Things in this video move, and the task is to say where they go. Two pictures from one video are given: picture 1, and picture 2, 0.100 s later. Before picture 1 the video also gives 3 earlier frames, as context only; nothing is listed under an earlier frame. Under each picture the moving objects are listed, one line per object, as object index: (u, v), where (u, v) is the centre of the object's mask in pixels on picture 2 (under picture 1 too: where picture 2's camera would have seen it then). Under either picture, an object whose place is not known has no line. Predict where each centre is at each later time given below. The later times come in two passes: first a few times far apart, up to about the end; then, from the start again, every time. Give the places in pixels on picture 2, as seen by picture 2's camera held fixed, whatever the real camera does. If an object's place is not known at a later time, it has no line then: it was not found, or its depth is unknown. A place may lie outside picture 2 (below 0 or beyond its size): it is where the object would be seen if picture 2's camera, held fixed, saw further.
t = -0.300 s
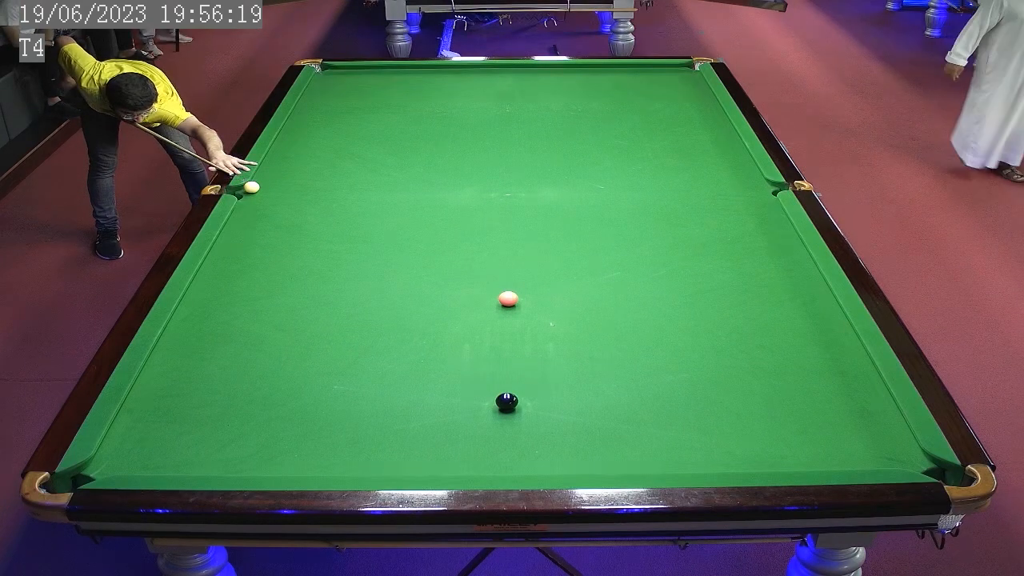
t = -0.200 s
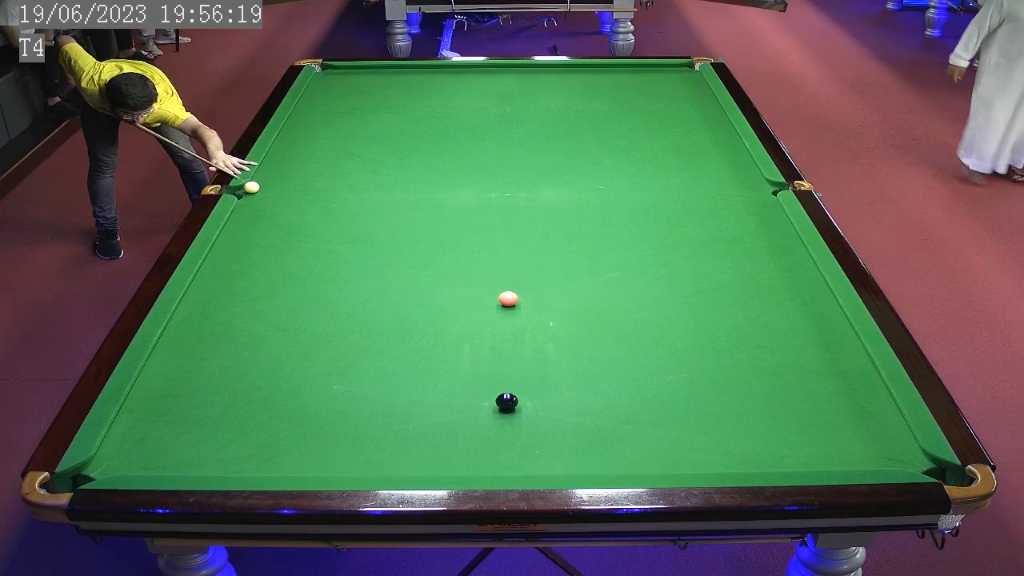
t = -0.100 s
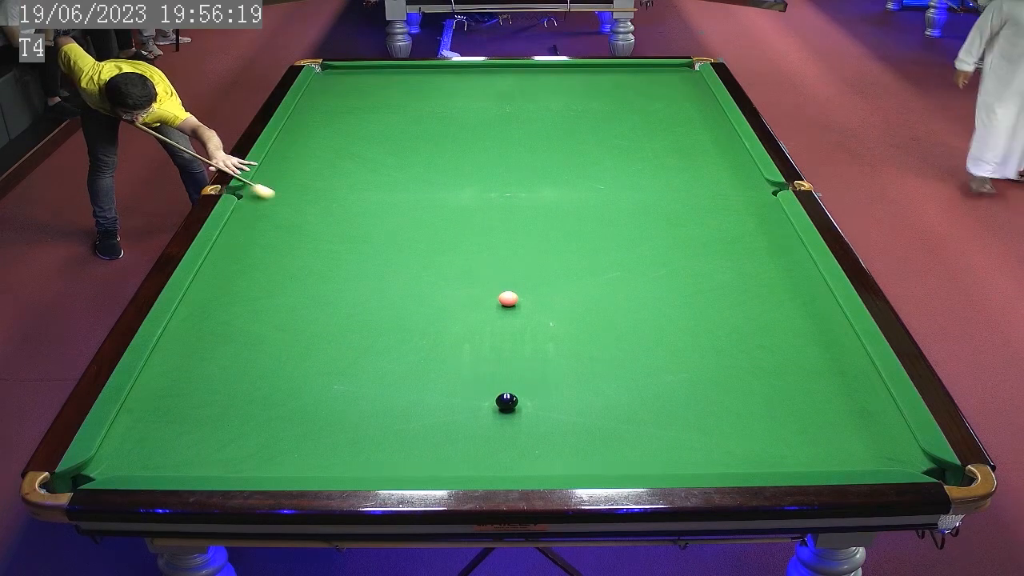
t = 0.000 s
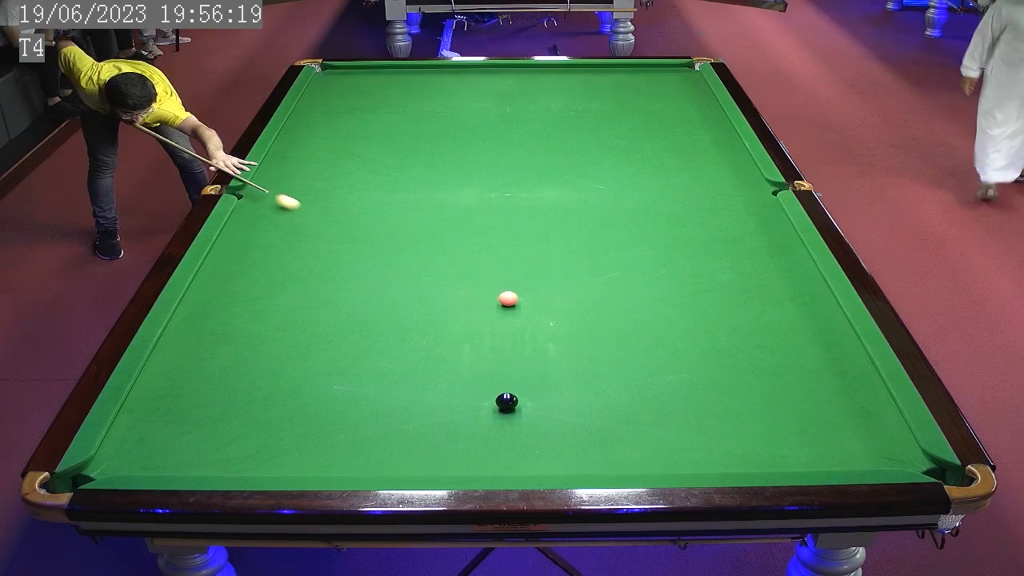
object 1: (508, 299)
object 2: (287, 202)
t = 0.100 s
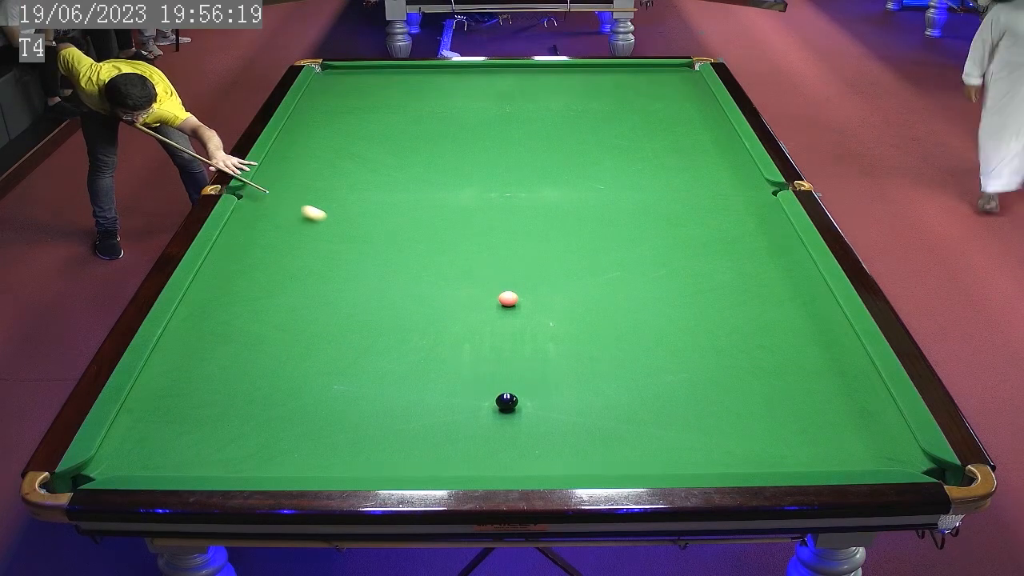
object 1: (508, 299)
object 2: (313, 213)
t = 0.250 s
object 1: (508, 299)
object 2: (354, 231)
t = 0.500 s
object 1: (508, 299)
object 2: (429, 263)
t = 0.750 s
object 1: (523, 306)
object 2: (498, 292)
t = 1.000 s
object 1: (587, 338)
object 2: (524, 298)
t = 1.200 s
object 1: (635, 362)
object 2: (545, 304)
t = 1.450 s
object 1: (700, 395)
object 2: (571, 311)
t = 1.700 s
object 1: (770, 430)
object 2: (596, 318)
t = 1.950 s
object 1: (841, 462)
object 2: (620, 324)
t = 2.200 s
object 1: (871, 439)
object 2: (642, 330)
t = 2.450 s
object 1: (890, 418)
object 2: (664, 336)
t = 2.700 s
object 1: (857, 402)
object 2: (683, 342)
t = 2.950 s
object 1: (828, 387)
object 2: (701, 347)
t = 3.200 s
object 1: (801, 374)
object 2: (718, 351)
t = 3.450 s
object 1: (777, 362)
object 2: (732, 355)
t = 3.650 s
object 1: (760, 352)
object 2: (742, 358)
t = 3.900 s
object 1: (739, 343)
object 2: (753, 361)
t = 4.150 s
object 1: (721, 334)
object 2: (762, 364)
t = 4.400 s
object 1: (705, 326)
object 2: (768, 366)
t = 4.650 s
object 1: (691, 318)
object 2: (772, 367)
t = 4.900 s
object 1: (677, 312)
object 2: (774, 368)
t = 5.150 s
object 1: (666, 307)
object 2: (774, 368)
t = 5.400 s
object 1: (656, 302)
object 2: (774, 368)
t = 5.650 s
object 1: (648, 298)
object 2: (774, 368)
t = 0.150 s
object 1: (508, 299)
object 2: (326, 219)
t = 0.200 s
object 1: (508, 299)
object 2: (340, 225)
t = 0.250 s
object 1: (508, 299)
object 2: (354, 231)
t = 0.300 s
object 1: (508, 299)
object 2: (368, 237)
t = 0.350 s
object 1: (508, 299)
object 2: (383, 243)
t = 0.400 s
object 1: (508, 299)
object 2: (398, 250)
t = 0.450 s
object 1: (508, 299)
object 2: (414, 256)
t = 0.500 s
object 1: (508, 299)
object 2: (429, 263)
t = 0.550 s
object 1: (508, 299)
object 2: (445, 270)
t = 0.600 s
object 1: (508, 298)
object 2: (462, 277)
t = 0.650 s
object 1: (508, 299)
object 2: (479, 285)
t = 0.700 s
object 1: (511, 300)
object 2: (493, 290)
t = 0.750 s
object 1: (523, 306)
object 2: (498, 292)
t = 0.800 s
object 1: (538, 313)
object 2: (502, 293)
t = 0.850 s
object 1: (551, 319)
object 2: (507, 294)
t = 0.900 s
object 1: (563, 326)
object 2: (513, 296)
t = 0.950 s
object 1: (575, 332)
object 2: (518, 297)
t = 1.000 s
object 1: (587, 338)
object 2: (524, 298)
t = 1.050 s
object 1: (599, 344)
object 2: (529, 300)
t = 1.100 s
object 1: (611, 350)
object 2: (534, 302)
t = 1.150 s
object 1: (623, 356)
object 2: (540, 303)
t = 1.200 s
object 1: (635, 362)
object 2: (545, 304)
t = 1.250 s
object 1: (648, 368)
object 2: (550, 306)
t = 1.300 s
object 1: (661, 375)
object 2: (556, 307)
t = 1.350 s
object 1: (674, 382)
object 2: (561, 309)
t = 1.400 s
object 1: (687, 388)
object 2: (566, 310)
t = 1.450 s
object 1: (700, 395)
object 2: (571, 311)
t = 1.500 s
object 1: (714, 402)
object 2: (576, 313)
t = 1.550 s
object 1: (727, 409)
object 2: (581, 314)
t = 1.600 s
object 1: (741, 416)
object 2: (587, 315)
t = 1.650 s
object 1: (755, 423)
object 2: (591, 316)
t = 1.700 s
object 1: (770, 430)
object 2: (596, 318)
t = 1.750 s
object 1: (784, 437)
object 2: (601, 318)
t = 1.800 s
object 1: (799, 444)
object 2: (606, 320)
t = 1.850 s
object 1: (813, 452)
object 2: (611, 322)
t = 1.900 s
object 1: (828, 458)
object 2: (615, 323)
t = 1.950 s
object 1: (841, 462)
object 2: (620, 324)
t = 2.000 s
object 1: (848, 458)
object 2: (624, 325)
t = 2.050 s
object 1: (853, 453)
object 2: (629, 326)
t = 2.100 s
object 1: (859, 449)
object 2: (633, 328)
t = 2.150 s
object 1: (865, 444)
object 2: (638, 329)
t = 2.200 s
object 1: (871, 439)
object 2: (642, 330)
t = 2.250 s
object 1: (876, 435)
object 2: (647, 332)
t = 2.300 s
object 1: (881, 431)
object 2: (651, 333)
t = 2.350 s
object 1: (887, 426)
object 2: (655, 334)
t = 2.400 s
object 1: (892, 422)
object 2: (659, 335)
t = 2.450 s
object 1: (890, 418)
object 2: (664, 336)
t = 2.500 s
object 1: (883, 415)
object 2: (668, 337)
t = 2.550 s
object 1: (876, 411)
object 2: (672, 339)
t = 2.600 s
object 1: (870, 408)
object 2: (676, 340)
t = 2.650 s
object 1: (863, 405)
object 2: (679, 341)
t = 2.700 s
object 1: (857, 402)
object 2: (683, 342)
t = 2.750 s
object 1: (851, 399)
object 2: (687, 343)
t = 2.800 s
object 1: (845, 396)
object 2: (690, 344)
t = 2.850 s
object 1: (839, 393)
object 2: (694, 345)
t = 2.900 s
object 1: (833, 390)
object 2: (698, 346)
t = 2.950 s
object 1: (828, 387)
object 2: (701, 347)
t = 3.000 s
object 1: (822, 384)
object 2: (705, 348)
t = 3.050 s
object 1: (817, 381)
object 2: (708, 348)
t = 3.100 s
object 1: (811, 379)
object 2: (711, 349)
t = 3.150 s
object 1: (806, 376)
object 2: (714, 350)
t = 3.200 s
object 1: (801, 374)
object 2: (718, 351)
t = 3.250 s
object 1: (796, 371)
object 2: (721, 352)
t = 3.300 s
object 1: (791, 369)
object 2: (724, 353)
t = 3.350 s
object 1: (786, 366)
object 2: (727, 353)
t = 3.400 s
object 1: (781, 364)
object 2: (729, 354)
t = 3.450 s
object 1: (777, 362)
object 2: (732, 355)
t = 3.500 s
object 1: (772, 359)
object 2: (735, 356)
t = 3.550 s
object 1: (767, 357)
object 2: (737, 356)
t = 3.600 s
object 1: (763, 355)
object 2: (740, 357)
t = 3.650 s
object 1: (760, 352)
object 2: (742, 358)
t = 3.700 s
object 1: (756, 349)
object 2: (744, 359)
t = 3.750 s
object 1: (751, 347)
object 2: (747, 359)
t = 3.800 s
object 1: (746, 345)
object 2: (749, 360)
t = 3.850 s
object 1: (743, 344)
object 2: (751, 361)
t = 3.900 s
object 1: (739, 343)
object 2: (753, 361)
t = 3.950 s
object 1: (735, 341)
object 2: (756, 362)
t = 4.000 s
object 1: (731, 339)
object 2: (757, 362)
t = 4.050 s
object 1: (728, 337)
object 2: (759, 363)
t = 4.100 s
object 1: (724, 335)
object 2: (760, 363)
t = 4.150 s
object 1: (721, 334)
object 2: (762, 364)
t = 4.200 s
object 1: (717, 332)
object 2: (763, 364)
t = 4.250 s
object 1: (714, 330)
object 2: (765, 365)
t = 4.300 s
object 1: (711, 329)
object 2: (766, 365)
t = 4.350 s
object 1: (708, 327)
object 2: (767, 365)
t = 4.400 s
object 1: (705, 326)
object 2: (768, 366)
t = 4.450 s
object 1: (702, 324)
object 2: (769, 366)
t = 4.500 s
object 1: (699, 323)
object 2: (770, 366)
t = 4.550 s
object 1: (696, 321)
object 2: (771, 367)
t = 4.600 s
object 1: (693, 320)
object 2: (772, 367)
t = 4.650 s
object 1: (691, 318)
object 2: (772, 367)
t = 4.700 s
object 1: (688, 317)
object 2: (773, 367)
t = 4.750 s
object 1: (685, 316)
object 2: (773, 367)
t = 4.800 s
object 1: (683, 315)
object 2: (774, 368)
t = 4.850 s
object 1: (680, 314)
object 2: (774, 368)
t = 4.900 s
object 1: (677, 312)
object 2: (774, 368)
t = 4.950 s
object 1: (675, 311)
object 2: (774, 368)
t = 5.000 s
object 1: (673, 310)
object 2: (774, 368)
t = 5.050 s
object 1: (671, 309)
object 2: (774, 368)
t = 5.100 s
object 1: (669, 308)
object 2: (774, 368)
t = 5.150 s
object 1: (666, 307)
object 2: (774, 368)
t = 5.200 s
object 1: (664, 306)
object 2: (774, 368)
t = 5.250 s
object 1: (662, 305)
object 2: (774, 368)
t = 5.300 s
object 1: (660, 304)
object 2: (774, 368)
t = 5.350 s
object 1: (658, 303)
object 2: (774, 368)
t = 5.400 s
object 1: (656, 302)
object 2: (774, 368)
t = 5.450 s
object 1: (654, 301)
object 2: (774, 368)
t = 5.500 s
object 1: (653, 300)
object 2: (774, 368)
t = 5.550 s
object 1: (651, 299)
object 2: (774, 368)
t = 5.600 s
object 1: (649, 299)
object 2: (774, 368)
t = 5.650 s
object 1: (648, 298)
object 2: (774, 368)
